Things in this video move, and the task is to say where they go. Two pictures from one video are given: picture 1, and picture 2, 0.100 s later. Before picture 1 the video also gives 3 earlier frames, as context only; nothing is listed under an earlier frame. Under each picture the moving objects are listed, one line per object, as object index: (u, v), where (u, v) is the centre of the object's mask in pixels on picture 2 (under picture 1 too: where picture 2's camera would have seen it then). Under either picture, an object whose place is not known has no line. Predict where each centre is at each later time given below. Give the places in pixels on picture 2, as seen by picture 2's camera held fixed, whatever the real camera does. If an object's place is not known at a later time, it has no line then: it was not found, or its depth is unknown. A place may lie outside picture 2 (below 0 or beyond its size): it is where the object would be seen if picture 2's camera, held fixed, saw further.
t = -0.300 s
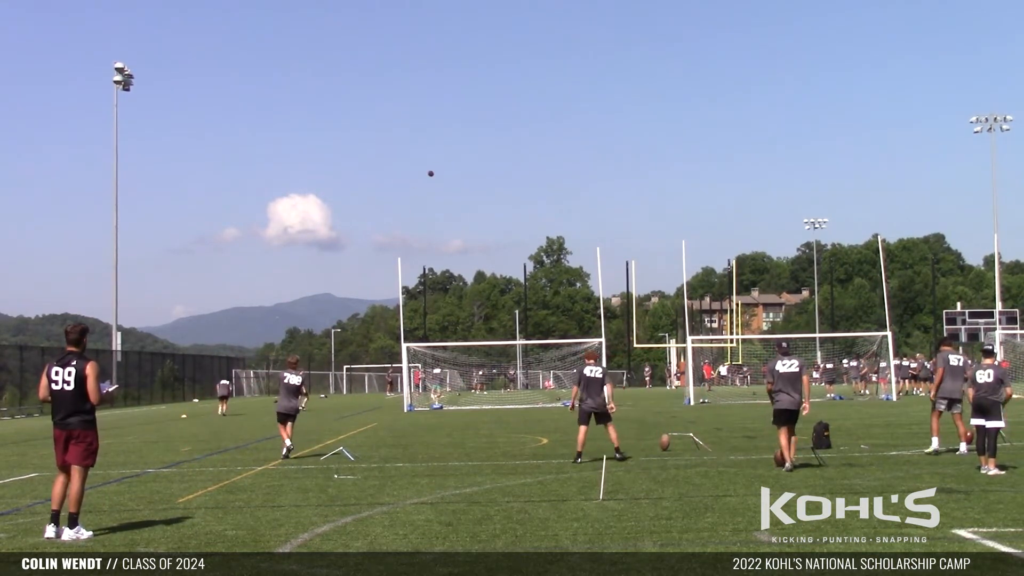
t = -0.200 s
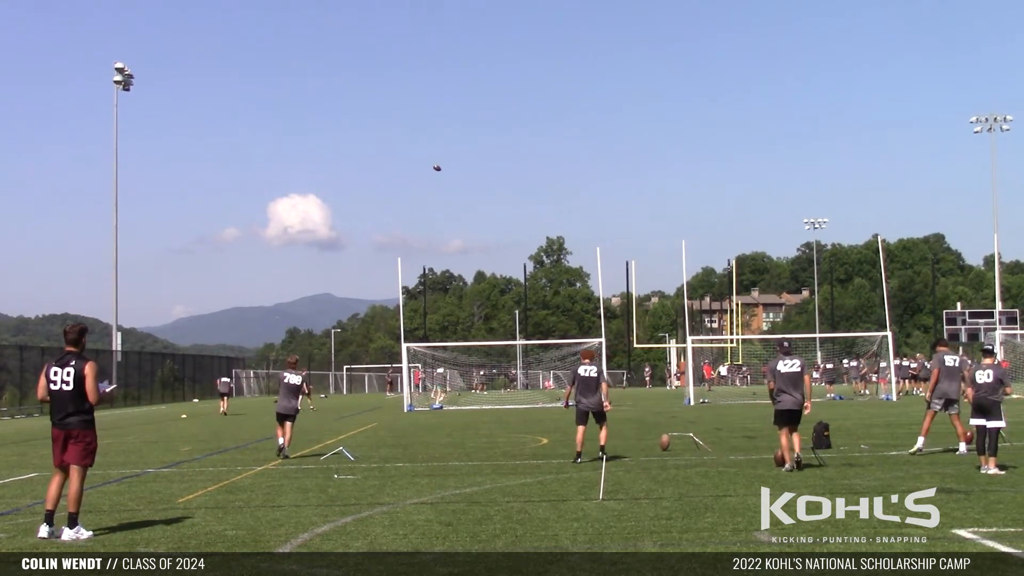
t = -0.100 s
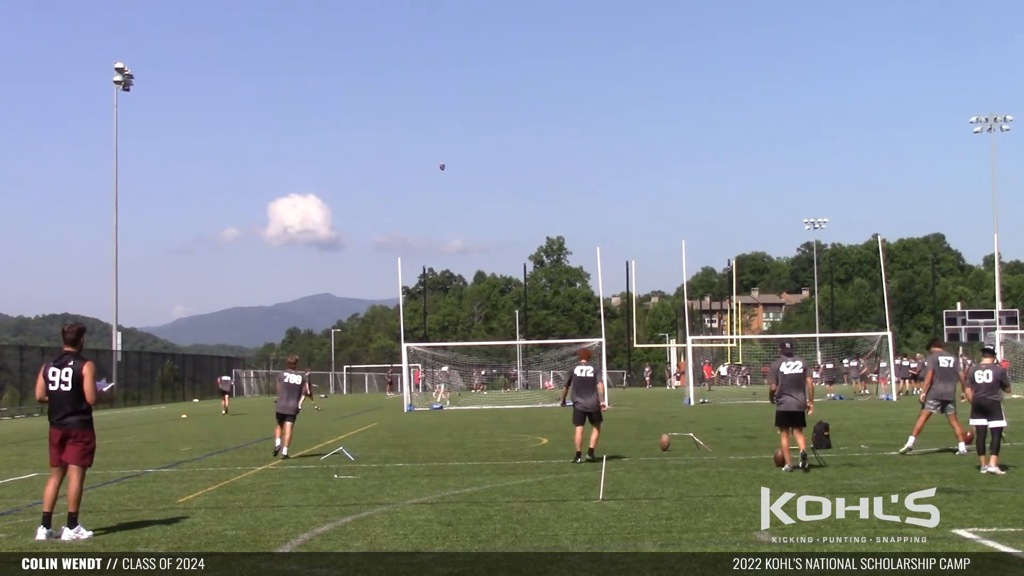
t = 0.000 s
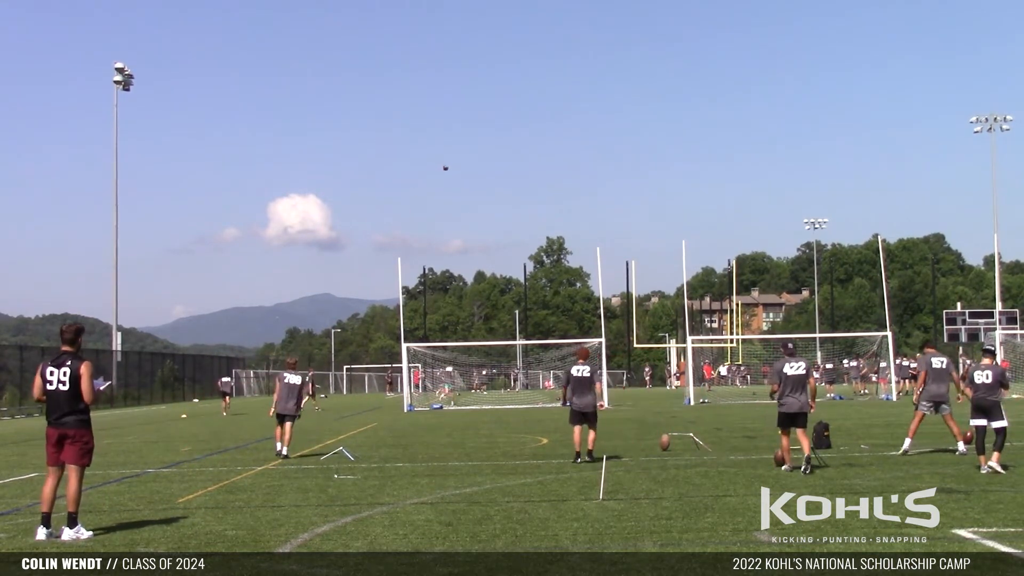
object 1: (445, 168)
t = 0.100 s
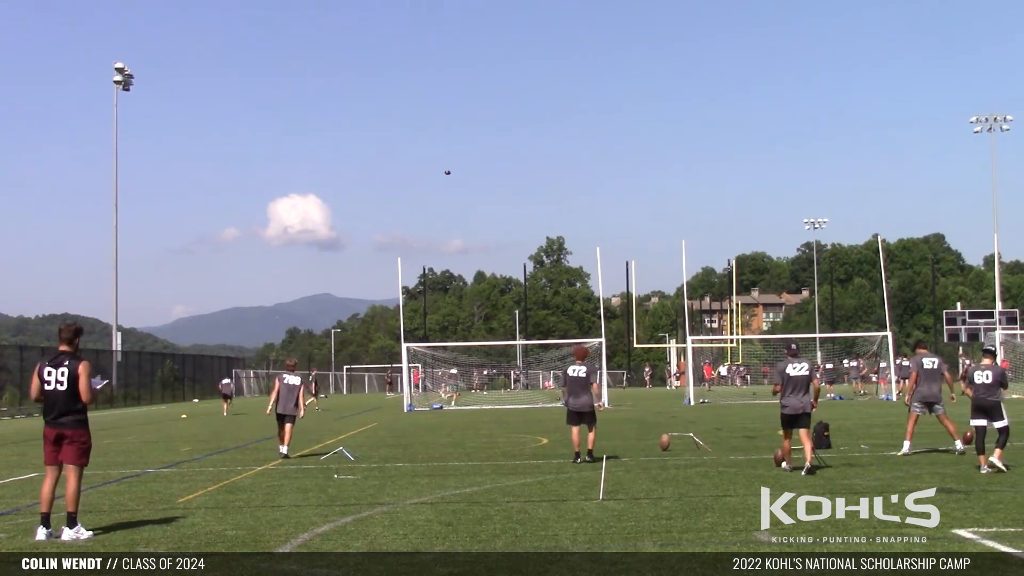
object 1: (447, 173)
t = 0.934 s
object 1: (457, 273)
